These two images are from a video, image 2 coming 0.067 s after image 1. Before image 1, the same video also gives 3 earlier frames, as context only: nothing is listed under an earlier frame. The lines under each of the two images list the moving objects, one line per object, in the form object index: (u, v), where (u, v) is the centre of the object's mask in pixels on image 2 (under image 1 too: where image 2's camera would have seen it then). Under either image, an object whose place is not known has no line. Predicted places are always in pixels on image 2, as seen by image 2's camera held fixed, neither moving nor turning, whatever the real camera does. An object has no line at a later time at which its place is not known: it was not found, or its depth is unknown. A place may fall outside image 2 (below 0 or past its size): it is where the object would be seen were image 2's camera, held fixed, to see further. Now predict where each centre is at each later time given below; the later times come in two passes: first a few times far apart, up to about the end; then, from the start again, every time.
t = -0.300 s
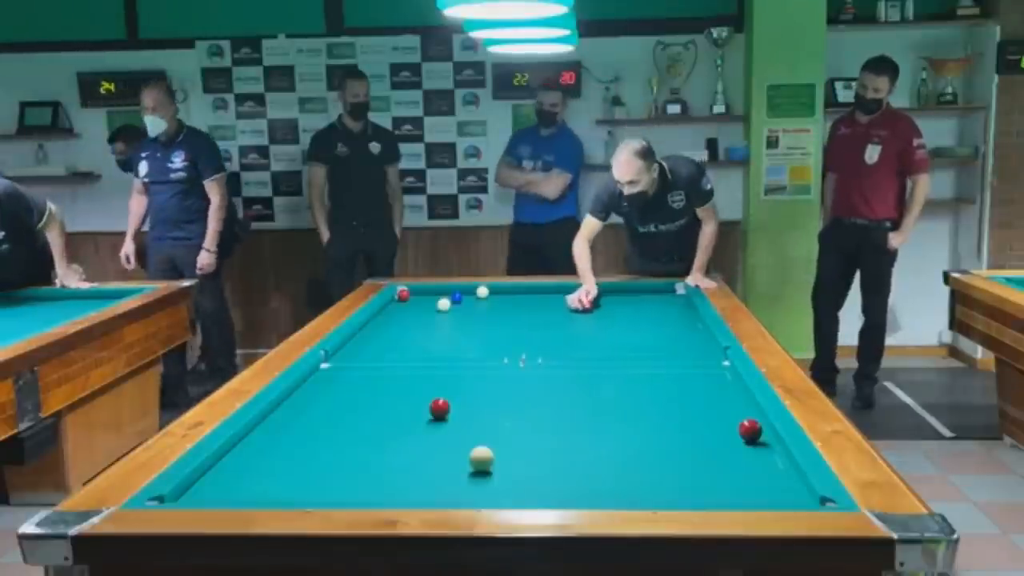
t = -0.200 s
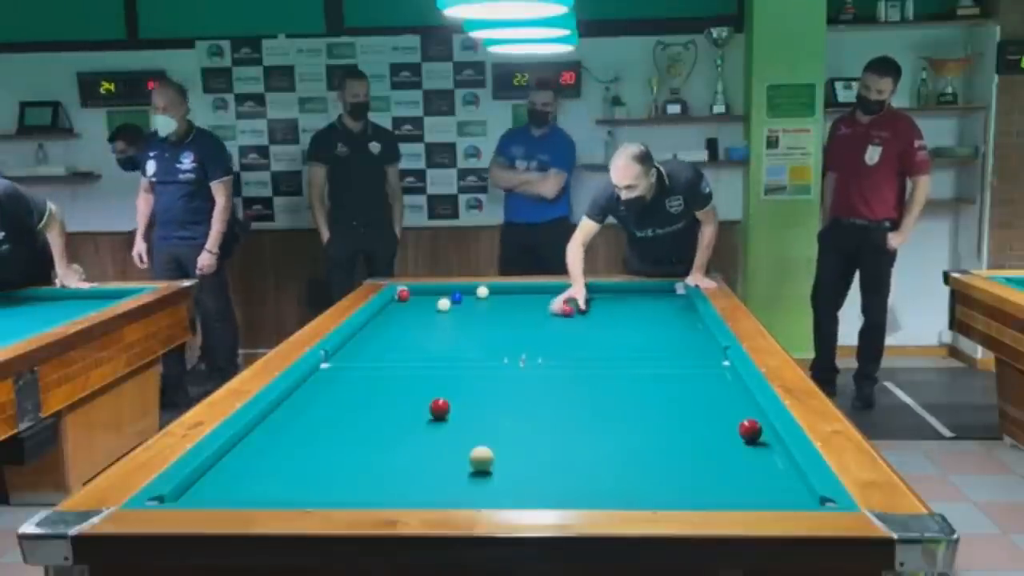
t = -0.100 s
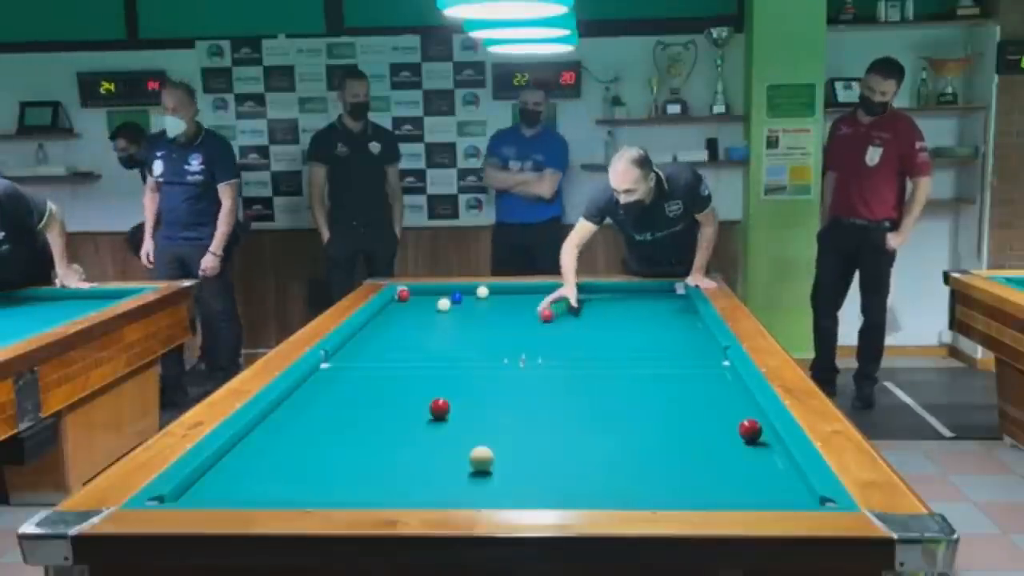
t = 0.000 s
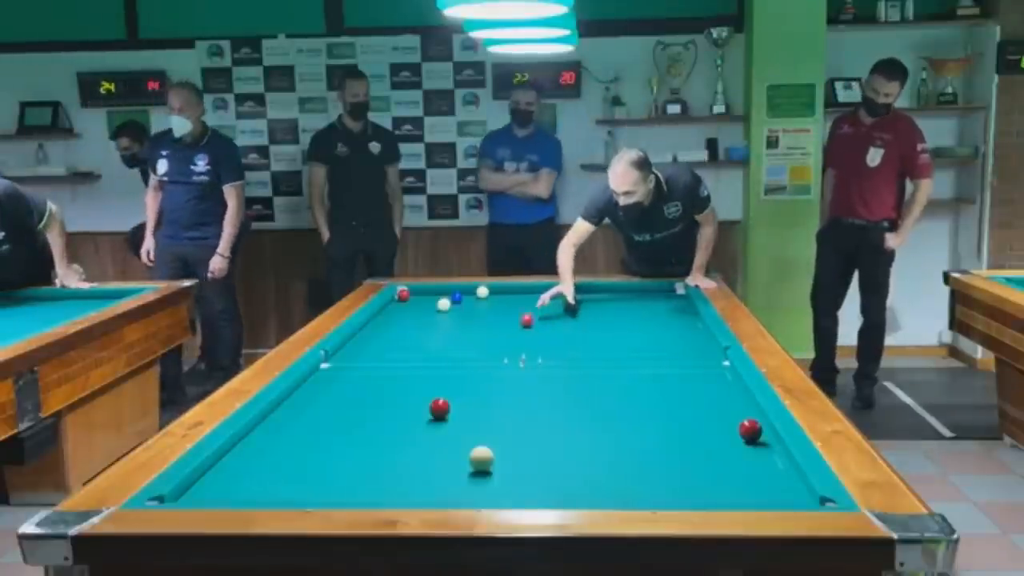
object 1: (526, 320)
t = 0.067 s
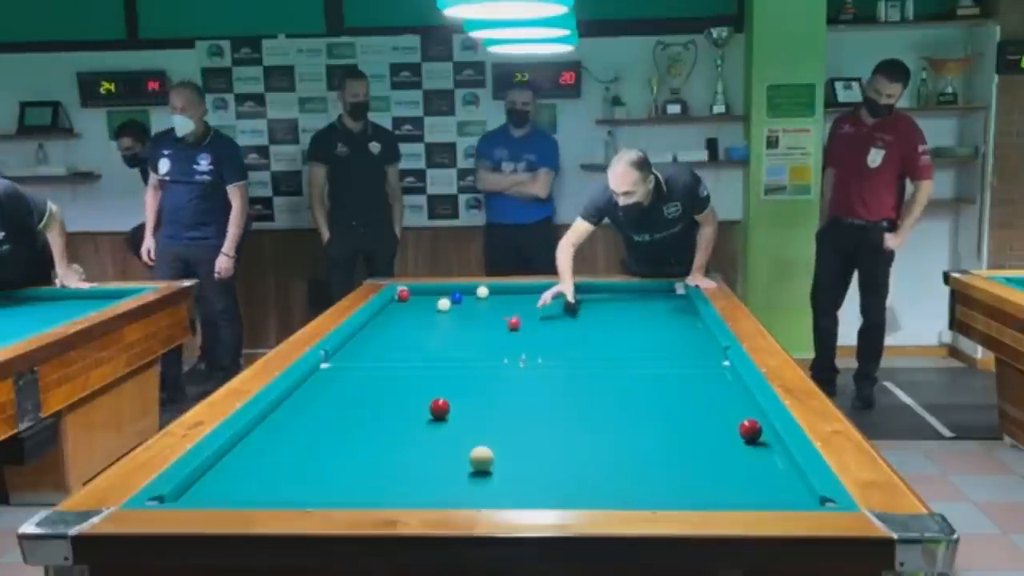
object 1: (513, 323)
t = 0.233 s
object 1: (479, 331)
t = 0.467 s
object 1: (428, 343)
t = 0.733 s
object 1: (363, 358)
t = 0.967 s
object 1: (329, 372)
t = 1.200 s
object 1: (343, 387)
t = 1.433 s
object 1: (356, 404)
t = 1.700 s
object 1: (373, 426)
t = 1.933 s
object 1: (390, 448)
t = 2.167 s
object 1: (410, 474)
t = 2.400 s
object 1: (432, 494)
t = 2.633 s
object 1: (481, 487)
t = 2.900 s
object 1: (534, 471)
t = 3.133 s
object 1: (576, 457)
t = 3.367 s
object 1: (614, 444)
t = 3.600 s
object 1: (648, 431)
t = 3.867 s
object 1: (684, 419)
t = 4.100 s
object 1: (713, 409)
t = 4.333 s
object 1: (739, 400)
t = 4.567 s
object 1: (724, 392)
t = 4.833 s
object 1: (702, 384)
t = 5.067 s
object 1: (685, 377)
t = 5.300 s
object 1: (668, 371)
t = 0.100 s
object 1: (507, 325)
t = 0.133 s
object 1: (500, 327)
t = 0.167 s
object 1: (493, 328)
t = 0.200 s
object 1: (486, 330)
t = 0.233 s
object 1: (479, 331)
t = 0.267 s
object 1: (472, 333)
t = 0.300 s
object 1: (465, 334)
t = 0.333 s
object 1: (458, 336)
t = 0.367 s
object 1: (451, 338)
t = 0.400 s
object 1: (443, 340)
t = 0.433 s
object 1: (436, 342)
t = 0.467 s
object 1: (428, 343)
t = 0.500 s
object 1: (420, 345)
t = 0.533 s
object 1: (413, 347)
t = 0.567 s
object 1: (404, 349)
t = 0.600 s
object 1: (397, 350)
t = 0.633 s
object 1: (388, 352)
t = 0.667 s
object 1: (380, 354)
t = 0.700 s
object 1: (372, 356)
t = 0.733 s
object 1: (363, 358)
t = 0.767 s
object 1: (354, 360)
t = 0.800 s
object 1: (346, 362)
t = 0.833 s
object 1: (336, 364)
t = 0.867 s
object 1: (328, 366)
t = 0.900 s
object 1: (323, 368)
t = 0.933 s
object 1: (326, 370)
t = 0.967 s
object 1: (329, 372)
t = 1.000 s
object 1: (332, 374)
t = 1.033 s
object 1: (334, 376)
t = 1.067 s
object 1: (336, 379)
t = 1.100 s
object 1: (337, 381)
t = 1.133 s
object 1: (339, 382)
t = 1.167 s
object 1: (341, 385)
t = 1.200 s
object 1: (343, 387)
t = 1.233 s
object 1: (345, 390)
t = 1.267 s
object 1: (346, 392)
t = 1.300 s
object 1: (348, 394)
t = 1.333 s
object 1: (350, 397)
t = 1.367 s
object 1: (352, 399)
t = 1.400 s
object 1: (354, 402)
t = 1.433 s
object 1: (356, 404)
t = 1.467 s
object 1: (358, 407)
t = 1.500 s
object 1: (360, 409)
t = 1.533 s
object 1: (362, 412)
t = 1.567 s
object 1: (364, 415)
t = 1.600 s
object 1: (366, 418)
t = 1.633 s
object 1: (368, 421)
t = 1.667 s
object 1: (371, 423)
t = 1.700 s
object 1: (373, 426)
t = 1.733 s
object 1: (375, 429)
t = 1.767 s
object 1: (378, 432)
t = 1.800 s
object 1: (380, 435)
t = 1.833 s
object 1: (382, 438)
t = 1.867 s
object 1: (385, 442)
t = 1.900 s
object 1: (388, 445)
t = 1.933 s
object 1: (390, 448)
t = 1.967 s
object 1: (393, 452)
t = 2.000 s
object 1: (396, 455)
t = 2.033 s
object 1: (398, 459)
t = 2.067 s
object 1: (401, 462)
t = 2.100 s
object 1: (404, 466)
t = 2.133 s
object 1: (407, 470)
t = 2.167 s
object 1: (410, 474)
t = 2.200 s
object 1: (413, 478)
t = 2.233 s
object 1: (416, 482)
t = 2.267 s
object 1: (419, 484)
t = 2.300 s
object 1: (422, 487)
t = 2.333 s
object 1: (426, 489)
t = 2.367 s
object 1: (429, 492)
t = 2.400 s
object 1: (432, 494)
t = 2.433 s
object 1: (436, 495)
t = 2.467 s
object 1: (444, 494)
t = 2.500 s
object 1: (452, 493)
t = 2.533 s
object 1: (459, 492)
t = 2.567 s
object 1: (467, 490)
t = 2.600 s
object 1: (474, 488)
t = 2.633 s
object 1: (481, 487)
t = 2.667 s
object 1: (488, 485)
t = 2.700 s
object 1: (495, 484)
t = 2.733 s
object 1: (502, 483)
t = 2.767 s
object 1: (509, 480)
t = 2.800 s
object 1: (515, 478)
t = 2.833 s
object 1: (521, 476)
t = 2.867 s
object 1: (528, 473)
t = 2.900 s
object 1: (534, 471)
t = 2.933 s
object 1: (540, 469)
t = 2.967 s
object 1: (547, 467)
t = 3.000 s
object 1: (553, 465)
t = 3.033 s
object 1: (559, 463)
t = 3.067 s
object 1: (564, 461)
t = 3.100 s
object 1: (570, 459)
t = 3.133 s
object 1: (576, 457)
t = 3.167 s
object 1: (581, 455)
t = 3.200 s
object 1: (587, 453)
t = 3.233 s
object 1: (592, 451)
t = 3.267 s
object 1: (598, 449)
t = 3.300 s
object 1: (603, 448)
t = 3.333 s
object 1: (608, 445)
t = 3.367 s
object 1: (614, 444)
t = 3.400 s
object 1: (619, 442)
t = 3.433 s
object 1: (624, 440)
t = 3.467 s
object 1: (629, 438)
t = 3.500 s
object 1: (634, 436)
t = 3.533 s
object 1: (639, 435)
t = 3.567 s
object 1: (643, 433)
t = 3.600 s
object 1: (648, 431)
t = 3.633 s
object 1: (653, 430)
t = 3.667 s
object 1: (657, 428)
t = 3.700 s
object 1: (662, 427)
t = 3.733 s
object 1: (666, 425)
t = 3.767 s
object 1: (671, 423)
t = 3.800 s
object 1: (676, 422)
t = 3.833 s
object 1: (680, 421)
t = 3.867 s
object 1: (684, 419)
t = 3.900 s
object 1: (688, 418)
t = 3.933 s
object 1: (693, 416)
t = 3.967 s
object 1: (697, 415)
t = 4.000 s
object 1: (701, 413)
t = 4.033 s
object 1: (705, 412)
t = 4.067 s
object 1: (709, 410)
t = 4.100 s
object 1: (713, 409)
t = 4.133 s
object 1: (717, 408)
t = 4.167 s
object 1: (721, 406)
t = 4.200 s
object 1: (725, 405)
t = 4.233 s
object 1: (728, 404)
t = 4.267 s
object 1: (732, 402)
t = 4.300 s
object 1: (736, 401)
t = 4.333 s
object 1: (739, 400)
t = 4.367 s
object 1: (743, 398)
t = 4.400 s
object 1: (739, 397)
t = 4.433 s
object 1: (736, 396)
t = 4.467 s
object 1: (733, 395)
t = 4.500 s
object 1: (730, 394)
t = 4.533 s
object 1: (727, 393)
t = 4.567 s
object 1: (724, 392)
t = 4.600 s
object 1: (721, 391)
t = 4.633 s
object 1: (718, 390)
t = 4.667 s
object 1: (715, 389)
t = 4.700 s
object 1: (712, 388)
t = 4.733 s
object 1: (710, 387)
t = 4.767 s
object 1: (707, 386)
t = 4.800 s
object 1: (704, 385)
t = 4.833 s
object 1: (702, 384)
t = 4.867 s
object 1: (699, 383)
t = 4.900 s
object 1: (697, 382)
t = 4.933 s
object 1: (694, 381)
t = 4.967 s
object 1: (692, 380)
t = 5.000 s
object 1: (689, 379)
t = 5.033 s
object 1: (687, 378)
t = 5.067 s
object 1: (685, 377)
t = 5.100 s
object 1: (682, 376)
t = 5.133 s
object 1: (680, 375)
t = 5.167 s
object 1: (678, 374)
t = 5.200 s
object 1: (675, 373)
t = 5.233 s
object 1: (673, 373)
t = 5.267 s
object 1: (671, 372)
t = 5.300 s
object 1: (668, 371)
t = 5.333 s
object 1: (666, 370)
